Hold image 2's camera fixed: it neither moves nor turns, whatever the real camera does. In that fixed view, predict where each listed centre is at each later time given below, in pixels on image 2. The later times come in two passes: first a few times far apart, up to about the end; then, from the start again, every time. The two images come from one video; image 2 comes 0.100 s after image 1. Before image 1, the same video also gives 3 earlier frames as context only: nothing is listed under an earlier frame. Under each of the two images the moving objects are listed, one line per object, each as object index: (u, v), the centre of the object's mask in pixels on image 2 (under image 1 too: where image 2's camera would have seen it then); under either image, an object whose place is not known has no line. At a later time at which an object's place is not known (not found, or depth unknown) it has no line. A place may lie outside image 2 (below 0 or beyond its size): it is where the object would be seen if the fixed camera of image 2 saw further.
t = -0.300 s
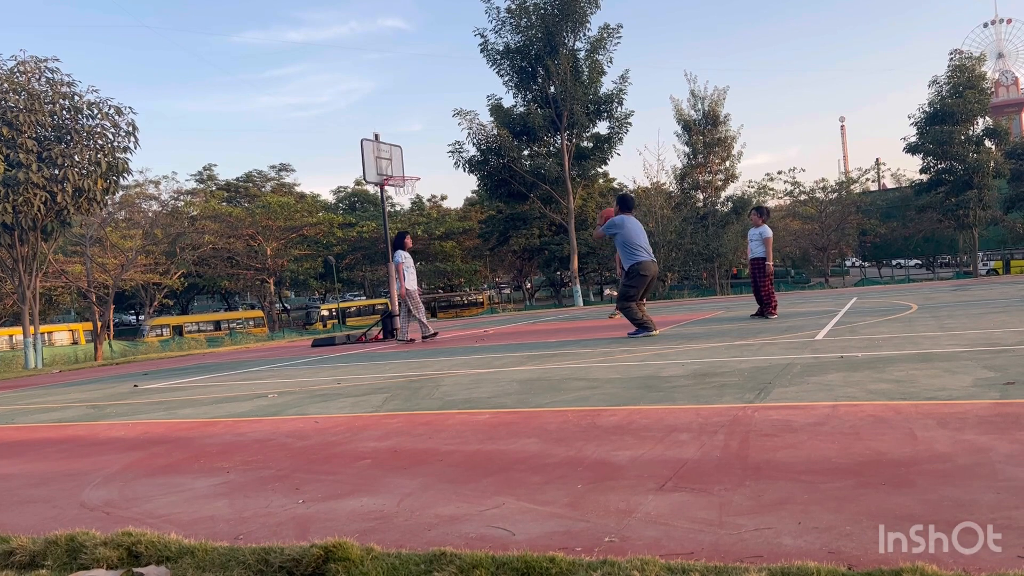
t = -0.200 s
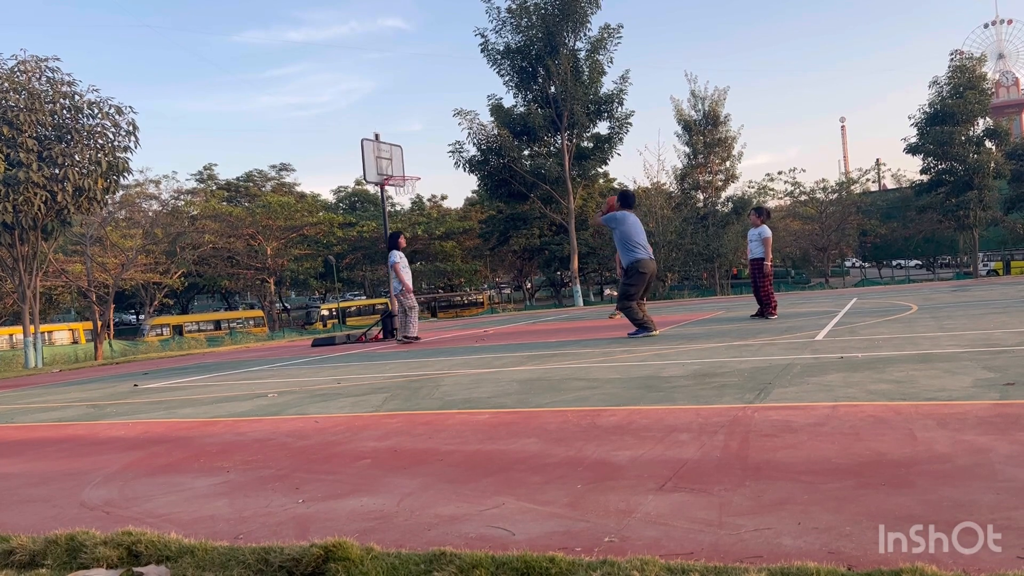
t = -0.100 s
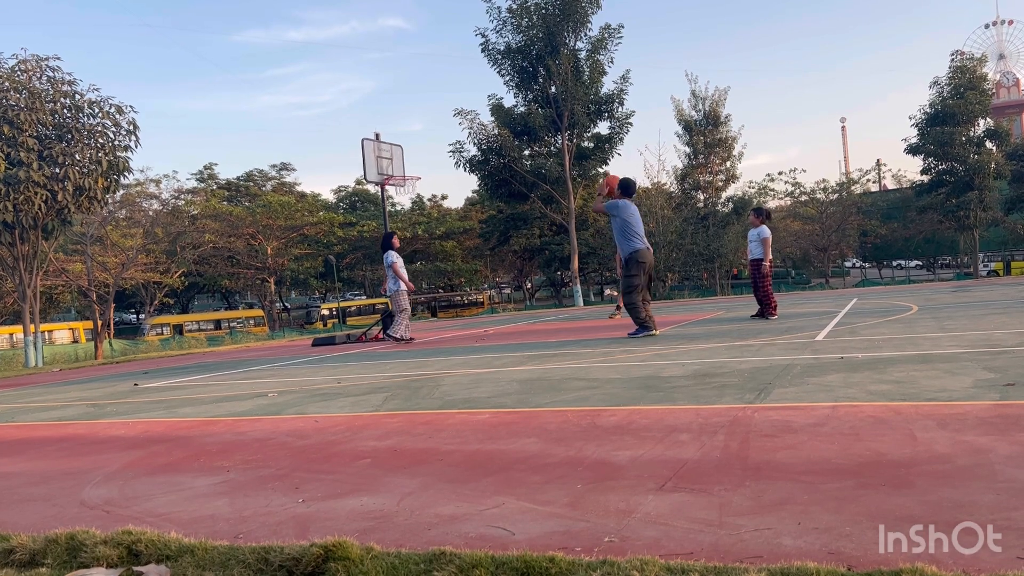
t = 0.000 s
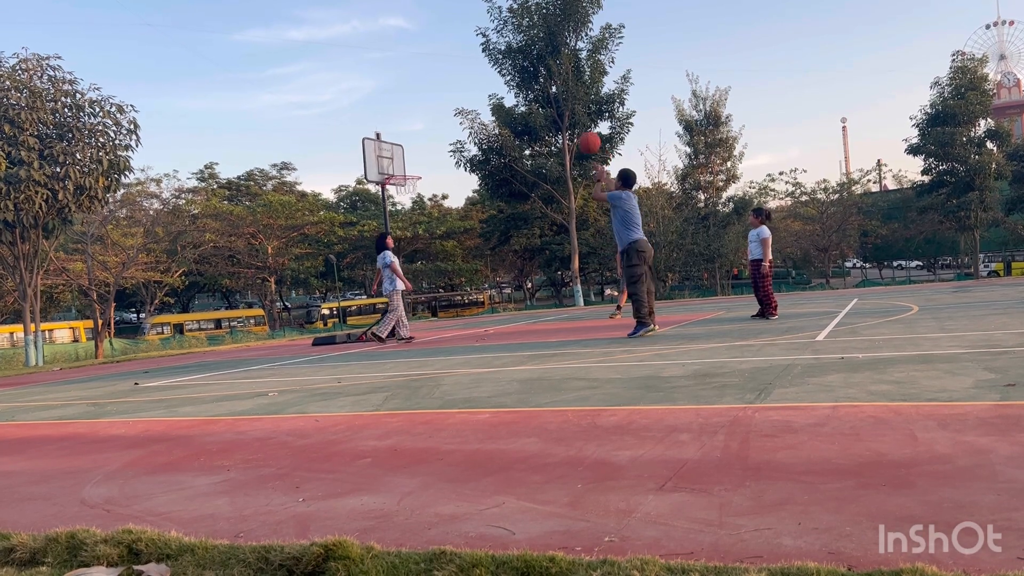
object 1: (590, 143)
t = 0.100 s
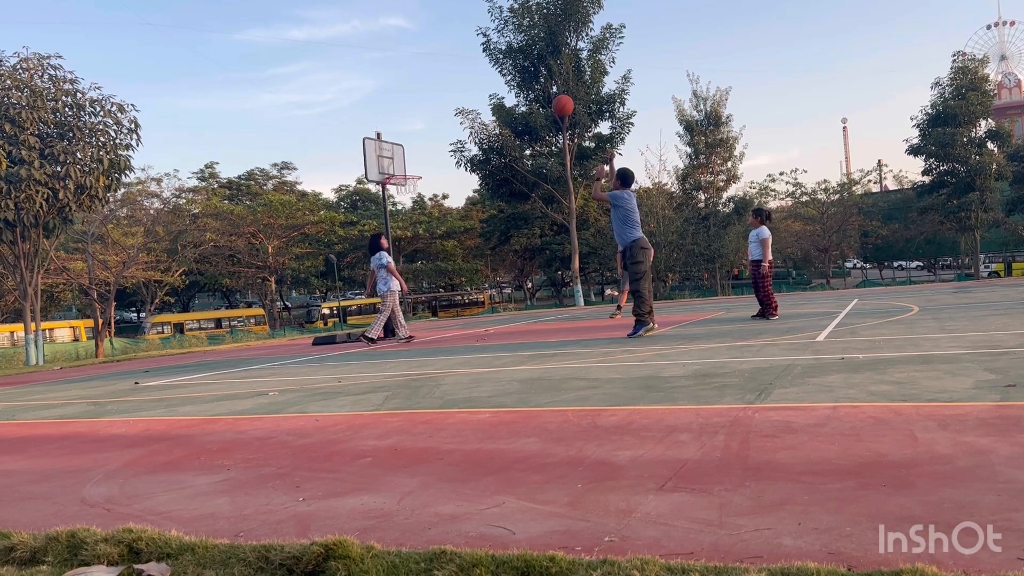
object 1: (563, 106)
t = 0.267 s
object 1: (524, 68)
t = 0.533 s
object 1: (474, 61)
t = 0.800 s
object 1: (437, 104)
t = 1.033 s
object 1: (412, 172)
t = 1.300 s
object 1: (411, 176)
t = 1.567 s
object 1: (402, 190)
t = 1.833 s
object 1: (393, 242)
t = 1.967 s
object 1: (389, 282)
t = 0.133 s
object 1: (554, 96)
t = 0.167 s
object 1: (546, 88)
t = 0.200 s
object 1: (538, 80)
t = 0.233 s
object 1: (531, 73)
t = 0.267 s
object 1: (524, 68)
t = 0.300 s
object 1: (517, 64)
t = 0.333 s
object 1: (510, 61)
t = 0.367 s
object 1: (503, 58)
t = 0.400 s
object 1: (497, 57)
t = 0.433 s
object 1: (491, 56)
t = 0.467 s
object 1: (485, 57)
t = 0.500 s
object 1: (479, 58)
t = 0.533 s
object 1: (474, 61)
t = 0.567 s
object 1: (469, 63)
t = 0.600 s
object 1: (464, 67)
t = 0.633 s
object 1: (459, 72)
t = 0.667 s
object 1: (454, 77)
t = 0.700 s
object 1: (449, 83)
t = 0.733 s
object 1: (445, 90)
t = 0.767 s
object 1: (441, 97)
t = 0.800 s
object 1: (437, 104)
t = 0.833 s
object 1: (433, 113)
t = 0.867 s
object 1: (429, 122)
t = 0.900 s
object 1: (425, 132)
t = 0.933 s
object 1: (422, 142)
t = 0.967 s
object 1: (419, 152)
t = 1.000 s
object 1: (415, 164)
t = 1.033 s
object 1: (412, 172)
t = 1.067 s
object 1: (408, 173)
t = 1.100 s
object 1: (403, 175)
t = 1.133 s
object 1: (400, 176)
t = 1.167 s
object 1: (402, 175)
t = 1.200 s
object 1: (405, 174)
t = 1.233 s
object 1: (408, 174)
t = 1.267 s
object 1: (409, 175)
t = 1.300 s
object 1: (411, 176)
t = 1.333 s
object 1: (412, 176)
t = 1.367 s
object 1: (412, 177)
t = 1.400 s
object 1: (411, 178)
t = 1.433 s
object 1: (409, 179)
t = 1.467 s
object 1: (408, 181)
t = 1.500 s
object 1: (405, 184)
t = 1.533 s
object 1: (404, 186)
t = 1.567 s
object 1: (402, 190)
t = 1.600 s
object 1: (401, 193)
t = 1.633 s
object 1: (400, 198)
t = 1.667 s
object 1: (398, 204)
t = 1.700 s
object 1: (397, 210)
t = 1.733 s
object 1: (396, 216)
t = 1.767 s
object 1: (395, 224)
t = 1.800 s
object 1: (394, 233)
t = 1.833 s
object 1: (393, 242)
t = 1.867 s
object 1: (392, 252)
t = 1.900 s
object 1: (391, 262)
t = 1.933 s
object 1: (390, 272)
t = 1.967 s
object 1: (389, 282)
